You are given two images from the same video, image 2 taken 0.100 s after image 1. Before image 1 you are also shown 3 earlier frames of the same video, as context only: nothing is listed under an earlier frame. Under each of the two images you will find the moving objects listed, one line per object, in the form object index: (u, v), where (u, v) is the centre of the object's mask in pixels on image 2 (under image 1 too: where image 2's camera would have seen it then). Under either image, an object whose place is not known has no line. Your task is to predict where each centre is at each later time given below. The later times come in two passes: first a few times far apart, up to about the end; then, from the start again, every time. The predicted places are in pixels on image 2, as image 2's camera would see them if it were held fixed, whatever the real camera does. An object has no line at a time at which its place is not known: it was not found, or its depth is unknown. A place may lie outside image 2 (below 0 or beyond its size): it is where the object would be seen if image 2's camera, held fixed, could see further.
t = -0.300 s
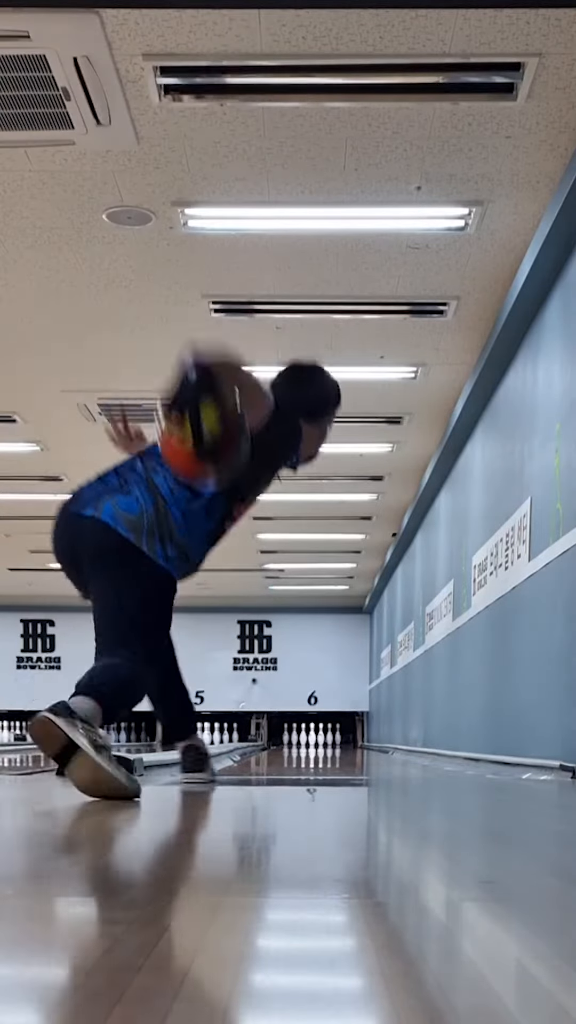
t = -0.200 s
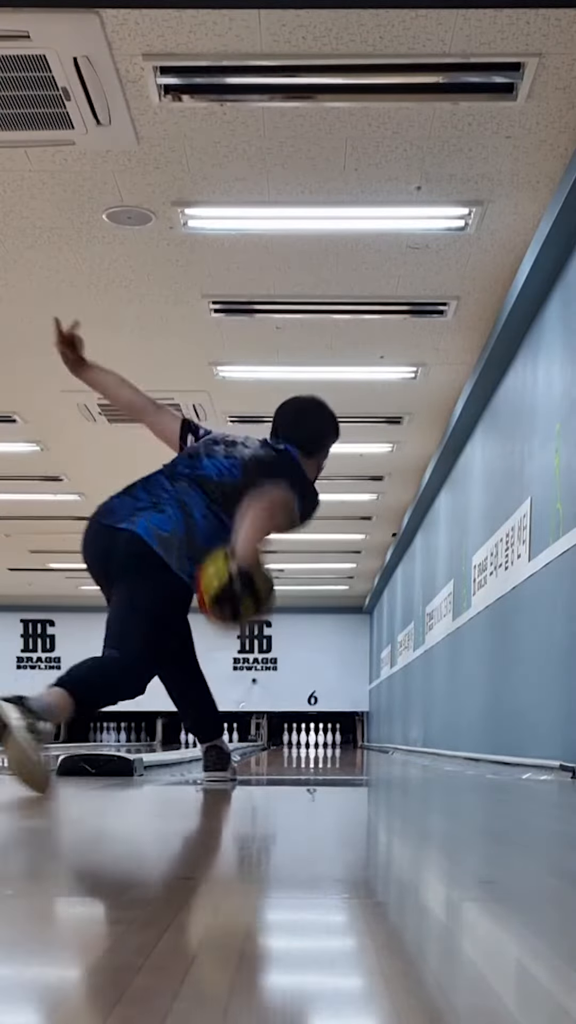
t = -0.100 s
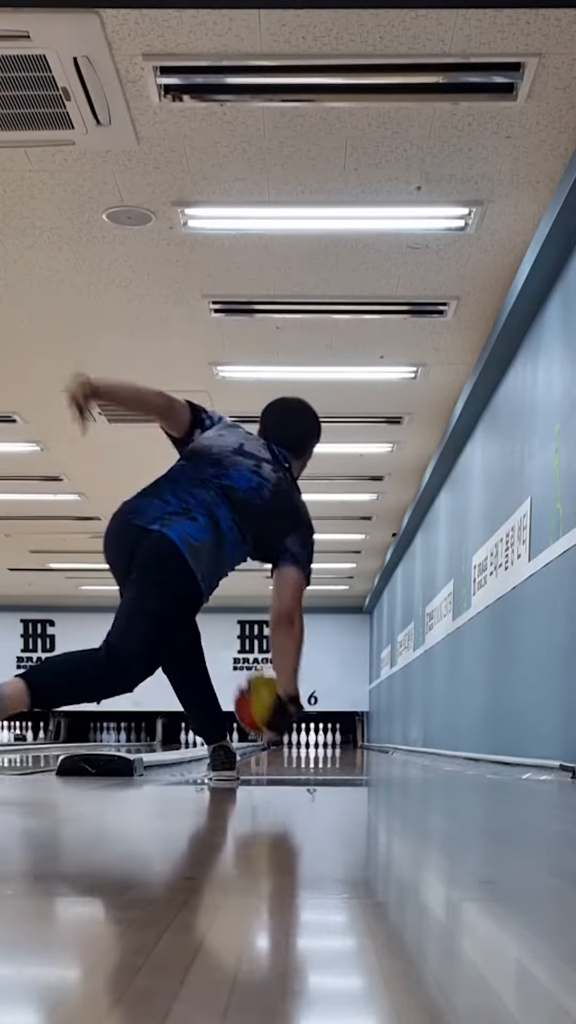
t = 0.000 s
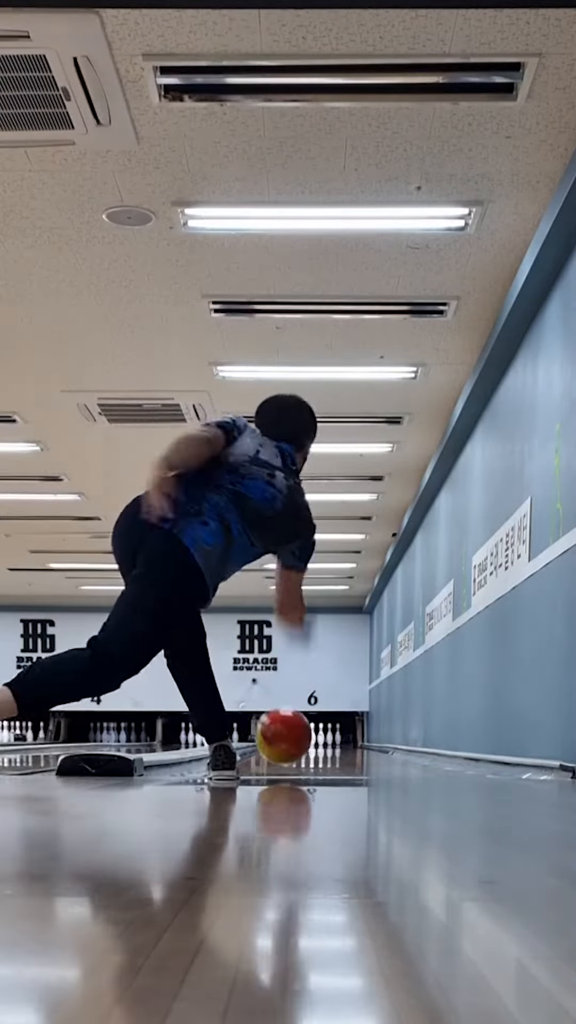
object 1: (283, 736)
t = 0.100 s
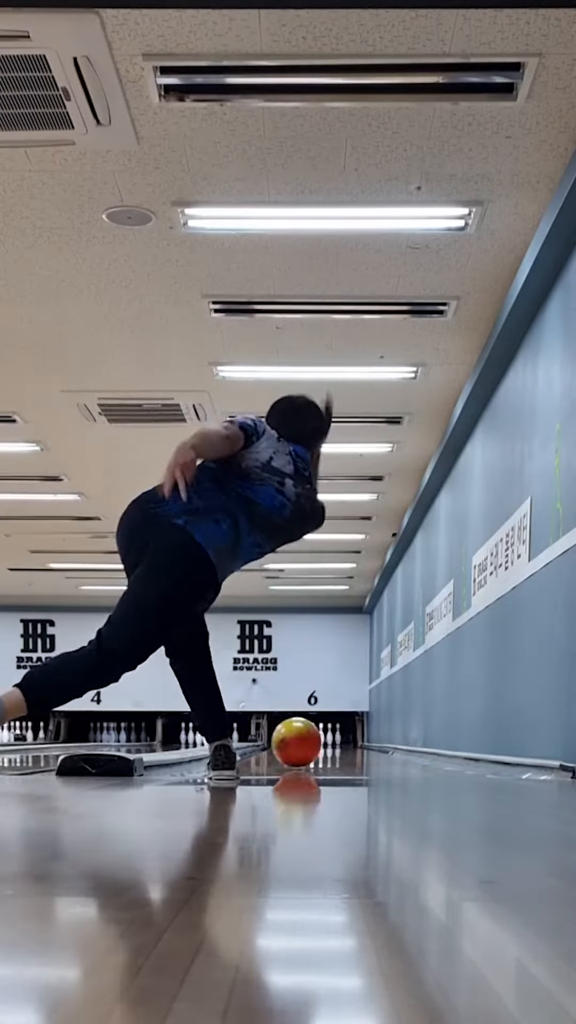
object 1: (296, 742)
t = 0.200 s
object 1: (306, 743)
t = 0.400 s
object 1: (319, 742)
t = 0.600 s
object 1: (328, 742)
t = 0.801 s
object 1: (332, 741)
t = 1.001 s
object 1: (336, 740)
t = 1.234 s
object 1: (338, 740)
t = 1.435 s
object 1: (339, 740)
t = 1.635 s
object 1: (340, 740)
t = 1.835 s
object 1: (338, 740)
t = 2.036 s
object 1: (336, 740)
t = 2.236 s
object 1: (330, 741)
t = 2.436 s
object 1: (322, 741)
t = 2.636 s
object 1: (318, 741)
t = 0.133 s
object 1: (300, 743)
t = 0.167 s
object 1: (303, 743)
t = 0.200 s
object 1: (306, 743)
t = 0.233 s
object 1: (308, 743)
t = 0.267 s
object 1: (311, 743)
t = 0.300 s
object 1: (314, 743)
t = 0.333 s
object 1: (316, 743)
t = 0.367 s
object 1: (317, 742)
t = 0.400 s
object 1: (319, 742)
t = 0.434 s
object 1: (321, 742)
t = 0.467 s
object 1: (323, 742)
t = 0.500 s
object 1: (324, 742)
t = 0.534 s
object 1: (326, 741)
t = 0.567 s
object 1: (327, 742)
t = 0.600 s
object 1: (328, 742)
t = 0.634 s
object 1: (329, 742)
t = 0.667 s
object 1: (330, 742)
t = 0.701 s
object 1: (330, 741)
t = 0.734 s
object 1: (331, 741)
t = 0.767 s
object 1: (332, 741)
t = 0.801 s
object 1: (332, 741)
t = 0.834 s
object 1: (333, 741)
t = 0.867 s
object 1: (333, 741)
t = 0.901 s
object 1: (335, 740)
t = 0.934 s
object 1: (335, 741)
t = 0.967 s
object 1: (335, 740)
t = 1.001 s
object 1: (336, 740)
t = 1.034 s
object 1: (336, 740)
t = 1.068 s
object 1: (337, 740)
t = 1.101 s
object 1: (338, 740)
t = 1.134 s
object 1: (337, 740)
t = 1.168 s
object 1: (337, 740)
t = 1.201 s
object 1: (338, 740)
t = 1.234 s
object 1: (338, 740)
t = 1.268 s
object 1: (338, 740)
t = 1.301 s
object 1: (338, 740)
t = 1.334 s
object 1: (338, 740)
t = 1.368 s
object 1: (339, 740)
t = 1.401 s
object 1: (339, 740)
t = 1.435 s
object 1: (339, 740)
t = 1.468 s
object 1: (339, 740)
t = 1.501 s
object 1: (339, 740)
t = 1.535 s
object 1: (340, 740)
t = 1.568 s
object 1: (339, 740)
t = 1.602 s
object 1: (338, 740)
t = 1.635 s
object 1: (340, 740)
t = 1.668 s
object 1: (339, 740)
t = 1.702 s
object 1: (339, 740)
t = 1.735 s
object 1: (337, 740)
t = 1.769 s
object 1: (339, 740)
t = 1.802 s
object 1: (339, 740)
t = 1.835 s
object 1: (338, 740)
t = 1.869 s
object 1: (336, 740)
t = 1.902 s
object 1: (338, 741)
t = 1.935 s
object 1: (338, 740)
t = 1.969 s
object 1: (337, 740)
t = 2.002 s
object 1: (335, 740)
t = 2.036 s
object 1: (336, 740)
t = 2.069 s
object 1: (335, 740)
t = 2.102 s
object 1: (334, 740)
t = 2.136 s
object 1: (333, 740)
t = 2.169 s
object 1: (331, 741)
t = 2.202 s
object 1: (330, 741)
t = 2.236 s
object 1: (330, 741)
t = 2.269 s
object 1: (327, 741)
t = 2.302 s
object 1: (329, 740)
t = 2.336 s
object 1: (327, 740)
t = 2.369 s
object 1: (324, 741)
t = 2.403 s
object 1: (323, 741)
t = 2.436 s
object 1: (322, 741)
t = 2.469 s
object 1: (320, 740)
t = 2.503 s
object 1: (319, 741)
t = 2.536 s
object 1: (319, 741)
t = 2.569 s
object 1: (318, 740)
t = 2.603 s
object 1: (319, 740)
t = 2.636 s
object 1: (318, 741)
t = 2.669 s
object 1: (318, 740)
